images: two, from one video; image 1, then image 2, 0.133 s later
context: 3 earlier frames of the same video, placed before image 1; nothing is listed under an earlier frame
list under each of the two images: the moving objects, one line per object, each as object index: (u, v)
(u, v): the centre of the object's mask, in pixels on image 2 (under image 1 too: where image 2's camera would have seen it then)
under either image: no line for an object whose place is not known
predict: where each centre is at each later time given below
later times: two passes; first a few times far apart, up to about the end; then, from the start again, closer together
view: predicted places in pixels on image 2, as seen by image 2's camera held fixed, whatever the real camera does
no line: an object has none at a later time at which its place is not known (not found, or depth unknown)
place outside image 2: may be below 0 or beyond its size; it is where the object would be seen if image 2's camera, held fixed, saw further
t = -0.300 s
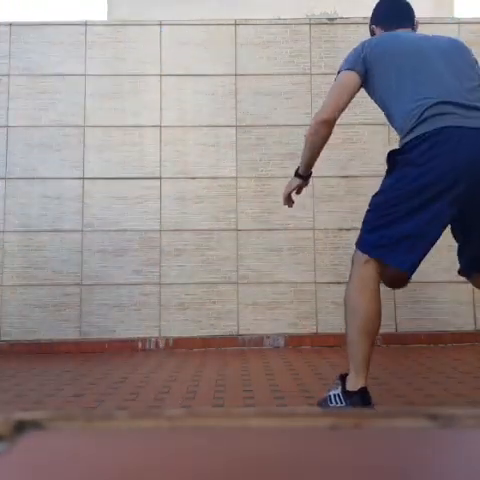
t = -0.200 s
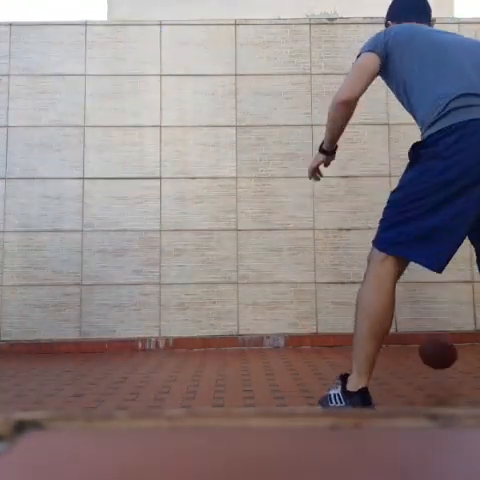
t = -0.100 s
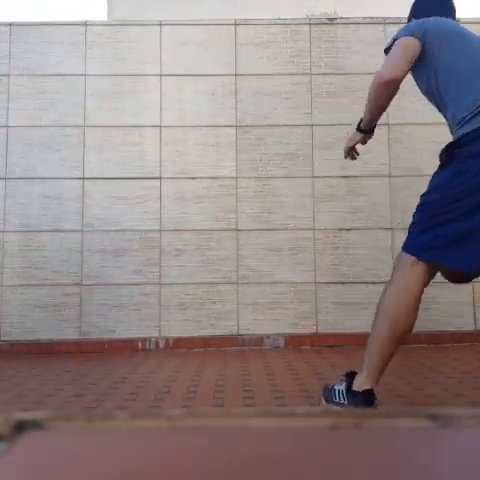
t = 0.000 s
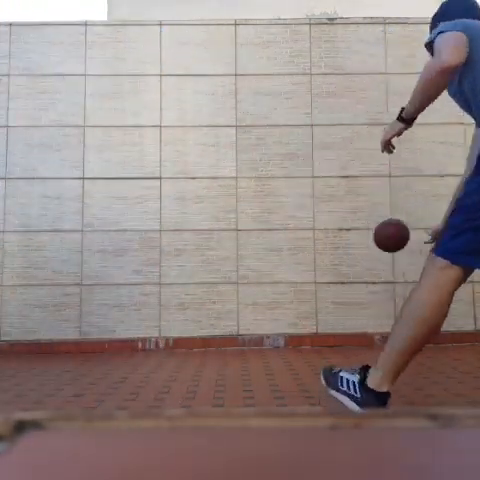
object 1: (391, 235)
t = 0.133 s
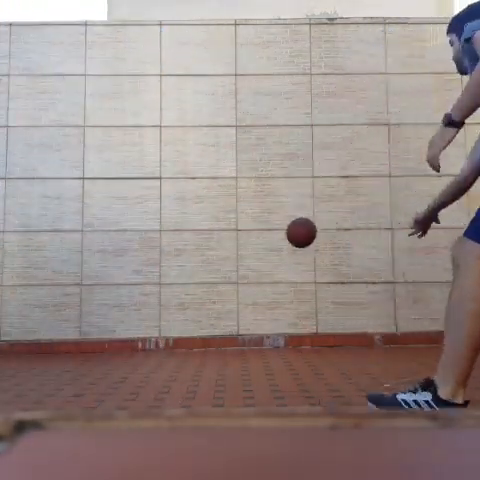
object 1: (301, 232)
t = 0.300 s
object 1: (214, 272)
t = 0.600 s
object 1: (127, 294)
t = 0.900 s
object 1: (90, 298)
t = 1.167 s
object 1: (52, 312)
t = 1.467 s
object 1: (10, 324)
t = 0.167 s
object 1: (282, 237)
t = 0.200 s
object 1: (264, 243)
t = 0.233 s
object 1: (246, 252)
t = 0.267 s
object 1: (230, 261)
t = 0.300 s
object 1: (214, 272)
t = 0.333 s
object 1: (199, 285)
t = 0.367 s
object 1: (185, 299)
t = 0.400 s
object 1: (171, 315)
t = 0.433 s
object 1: (158, 332)
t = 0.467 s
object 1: (147, 344)
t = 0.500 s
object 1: (141, 328)
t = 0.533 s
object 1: (137, 315)
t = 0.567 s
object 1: (132, 303)
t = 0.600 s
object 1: (127, 294)
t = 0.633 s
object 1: (123, 288)
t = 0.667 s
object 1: (119, 283)
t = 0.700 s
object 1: (115, 280)
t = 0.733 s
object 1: (112, 279)
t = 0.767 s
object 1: (108, 279)
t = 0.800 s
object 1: (103, 281)
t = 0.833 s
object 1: (99, 285)
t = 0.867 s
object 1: (95, 290)
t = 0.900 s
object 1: (90, 298)
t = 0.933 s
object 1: (85, 308)
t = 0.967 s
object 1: (81, 320)
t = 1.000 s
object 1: (76, 334)
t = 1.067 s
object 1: (66, 342)
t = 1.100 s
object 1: (62, 330)
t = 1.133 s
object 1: (57, 320)
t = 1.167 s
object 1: (52, 312)
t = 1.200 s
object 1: (47, 306)
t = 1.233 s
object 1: (42, 302)
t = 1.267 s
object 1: (38, 299)
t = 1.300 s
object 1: (33, 299)
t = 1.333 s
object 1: (28, 300)
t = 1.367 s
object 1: (23, 303)
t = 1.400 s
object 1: (18, 308)
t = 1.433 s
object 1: (13, 315)
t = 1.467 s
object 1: (10, 324)
